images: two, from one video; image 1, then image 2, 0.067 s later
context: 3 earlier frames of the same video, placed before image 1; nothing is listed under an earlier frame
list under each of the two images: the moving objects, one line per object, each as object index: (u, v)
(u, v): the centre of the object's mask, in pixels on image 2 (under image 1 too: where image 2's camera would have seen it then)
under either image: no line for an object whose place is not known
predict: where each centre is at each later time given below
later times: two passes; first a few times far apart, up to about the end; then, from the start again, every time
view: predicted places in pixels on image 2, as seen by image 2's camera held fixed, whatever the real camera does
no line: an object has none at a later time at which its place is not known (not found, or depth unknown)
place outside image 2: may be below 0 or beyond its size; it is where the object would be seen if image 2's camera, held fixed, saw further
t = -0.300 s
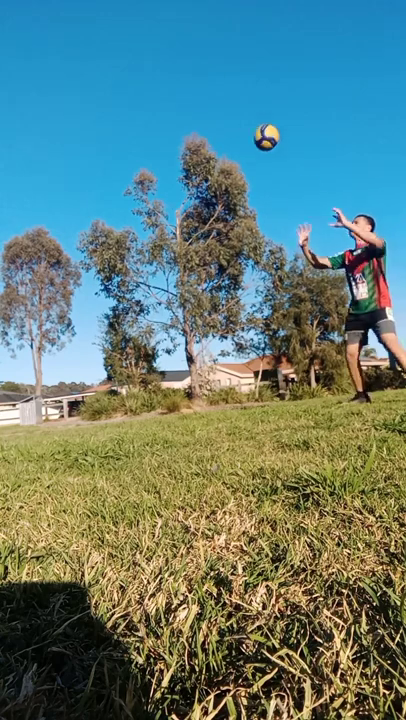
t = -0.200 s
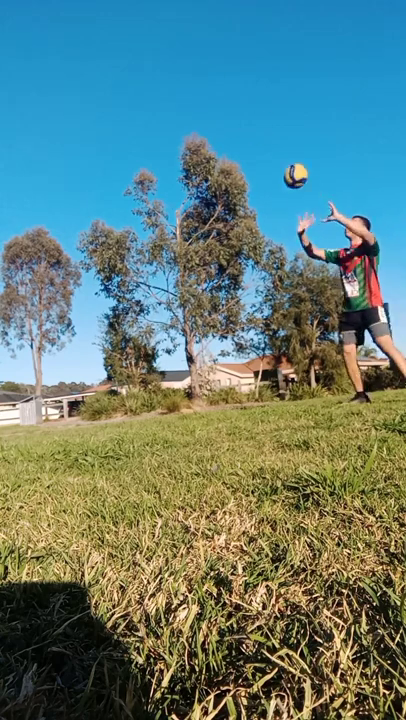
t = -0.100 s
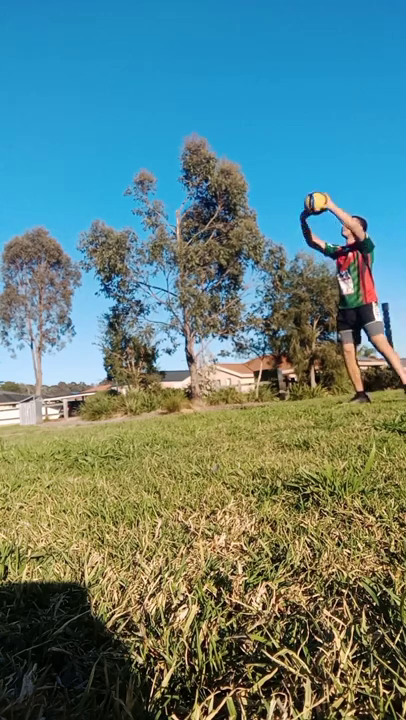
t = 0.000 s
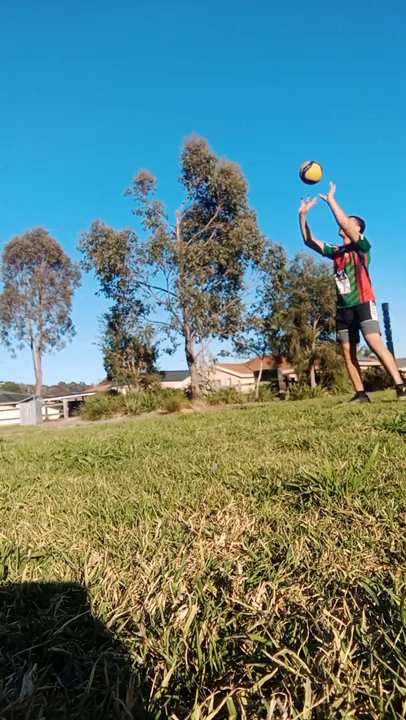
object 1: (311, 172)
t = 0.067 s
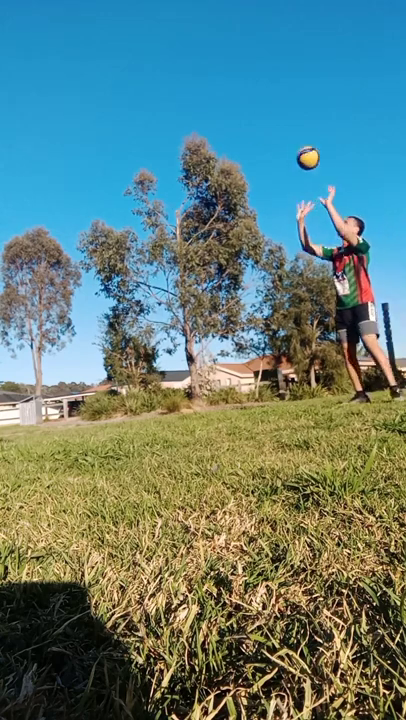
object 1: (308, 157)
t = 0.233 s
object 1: (304, 142)
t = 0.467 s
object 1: (304, 172)
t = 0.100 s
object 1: (307, 152)
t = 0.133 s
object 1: (306, 148)
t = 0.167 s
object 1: (305, 145)
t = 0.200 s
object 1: (304, 143)
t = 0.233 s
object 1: (304, 142)
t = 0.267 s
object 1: (303, 143)
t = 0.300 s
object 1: (303, 145)
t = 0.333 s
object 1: (303, 148)
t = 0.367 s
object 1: (303, 152)
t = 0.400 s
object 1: (303, 158)
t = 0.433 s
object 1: (304, 164)
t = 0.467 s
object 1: (304, 172)
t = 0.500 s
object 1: (304, 181)
